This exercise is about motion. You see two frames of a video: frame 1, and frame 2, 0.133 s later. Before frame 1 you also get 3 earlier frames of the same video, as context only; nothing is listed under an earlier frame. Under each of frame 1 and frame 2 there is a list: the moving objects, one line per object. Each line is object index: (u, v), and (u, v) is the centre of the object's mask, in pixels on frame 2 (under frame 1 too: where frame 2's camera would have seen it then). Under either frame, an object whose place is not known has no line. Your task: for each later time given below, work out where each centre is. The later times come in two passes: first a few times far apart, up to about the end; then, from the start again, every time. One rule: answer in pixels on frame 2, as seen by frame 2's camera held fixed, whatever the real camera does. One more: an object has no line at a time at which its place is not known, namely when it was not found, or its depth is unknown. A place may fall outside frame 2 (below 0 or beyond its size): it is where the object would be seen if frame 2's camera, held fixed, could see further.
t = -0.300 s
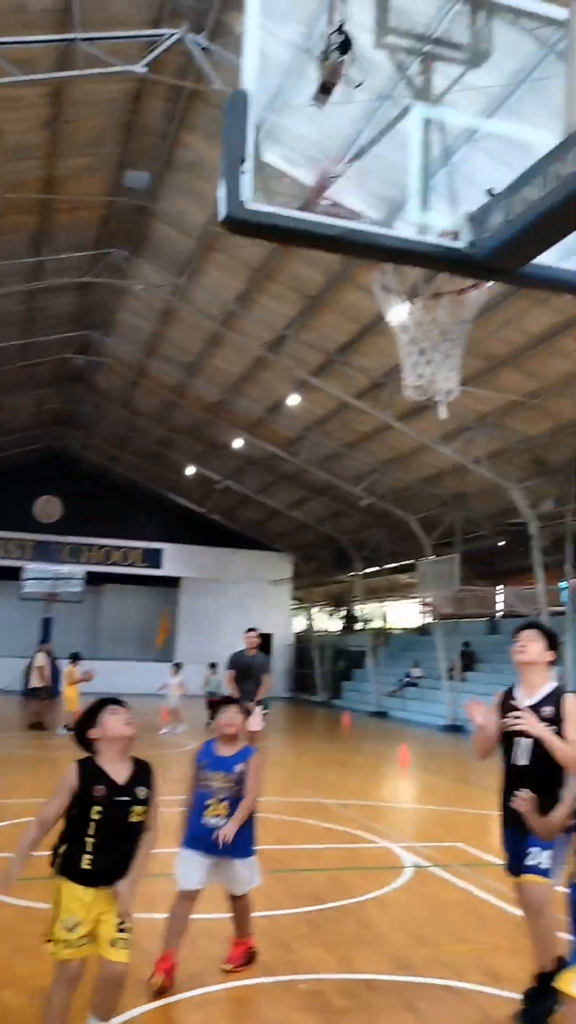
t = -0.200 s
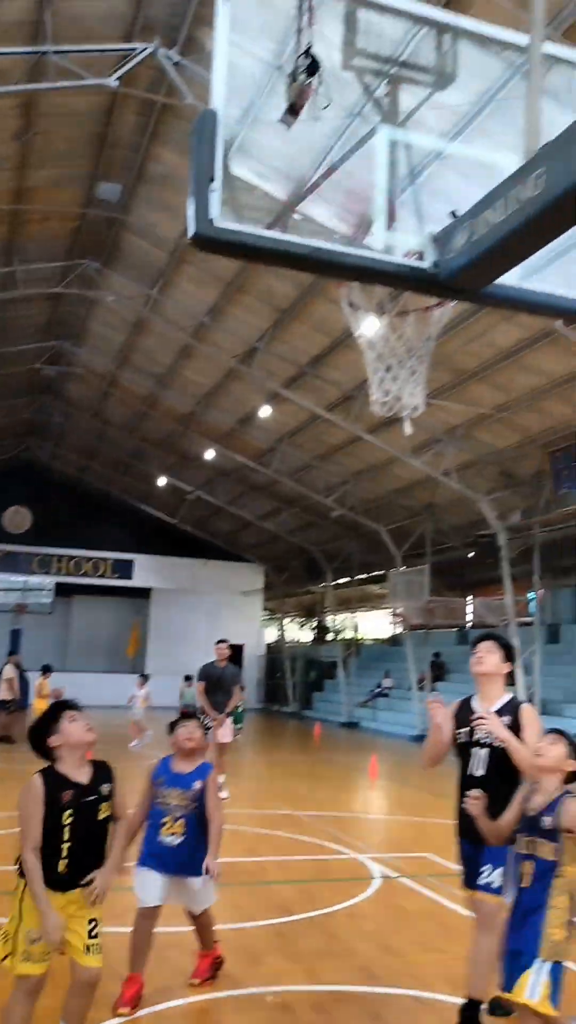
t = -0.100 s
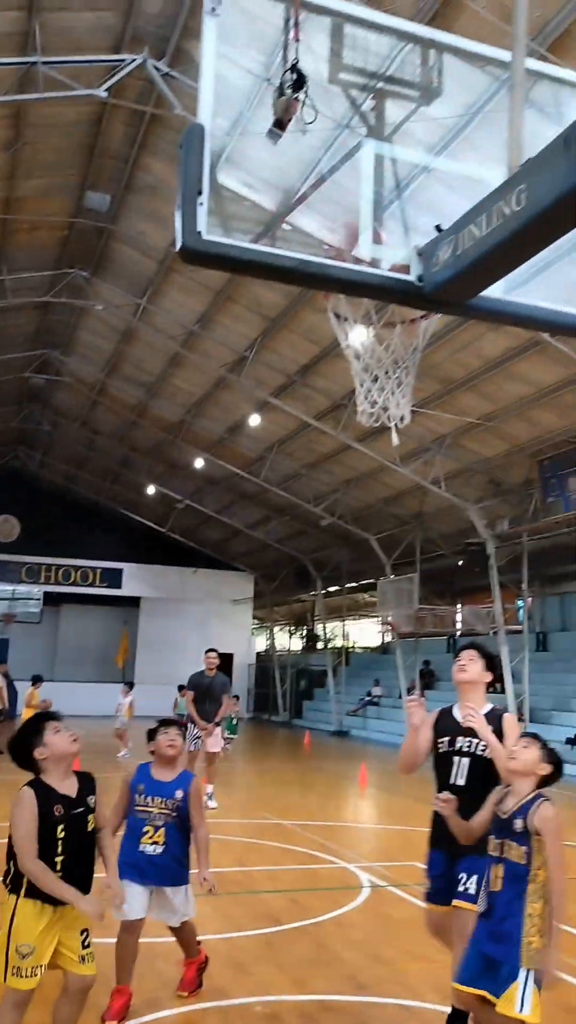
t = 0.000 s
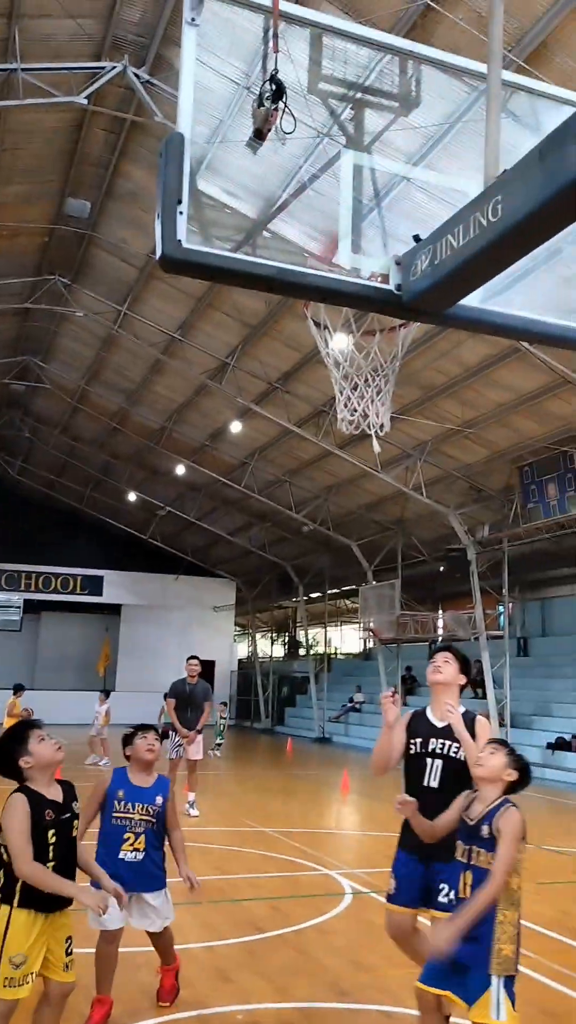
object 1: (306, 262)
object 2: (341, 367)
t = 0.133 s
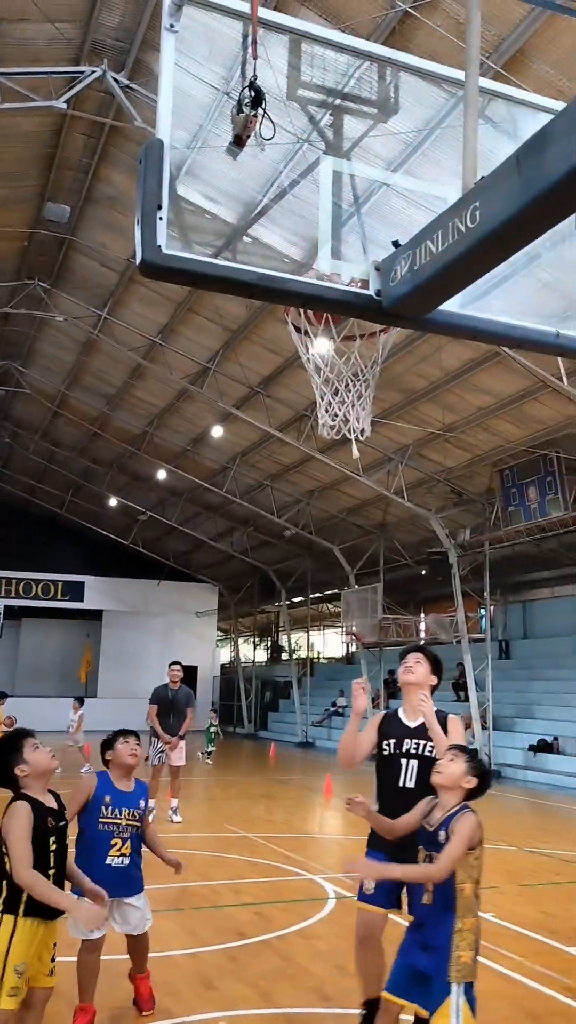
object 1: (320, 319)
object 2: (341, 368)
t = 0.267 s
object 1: (338, 323)
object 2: (340, 368)
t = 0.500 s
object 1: (363, 343)
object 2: (340, 367)
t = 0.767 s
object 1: (361, 463)
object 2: (351, 390)
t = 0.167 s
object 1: (323, 319)
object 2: (341, 368)
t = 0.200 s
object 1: (326, 318)
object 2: (341, 368)
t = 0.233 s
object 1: (327, 318)
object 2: (340, 367)
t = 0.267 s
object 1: (338, 323)
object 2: (340, 368)
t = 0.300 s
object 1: (348, 328)
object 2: (340, 368)
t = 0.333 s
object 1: (351, 328)
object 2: (340, 368)
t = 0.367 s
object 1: (353, 328)
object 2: (340, 368)
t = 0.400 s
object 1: (356, 329)
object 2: (340, 367)
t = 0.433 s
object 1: (358, 333)
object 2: (341, 367)
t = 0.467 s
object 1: (361, 336)
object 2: (341, 367)
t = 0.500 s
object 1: (363, 343)
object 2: (340, 367)
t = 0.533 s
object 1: (367, 354)
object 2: (342, 367)
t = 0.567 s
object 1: (369, 361)
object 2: (343, 365)
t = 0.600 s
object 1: (373, 378)
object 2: (345, 363)
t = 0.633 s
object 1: (372, 395)
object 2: (348, 365)
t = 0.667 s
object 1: (368, 408)
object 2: (351, 368)
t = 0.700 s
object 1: (365, 424)
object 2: (353, 373)
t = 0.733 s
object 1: (362, 441)
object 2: (352, 382)
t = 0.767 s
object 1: (361, 463)
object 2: (351, 390)
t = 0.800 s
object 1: (358, 487)
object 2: (349, 398)
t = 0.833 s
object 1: (357, 515)
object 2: (346, 407)
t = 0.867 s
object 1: (355, 545)
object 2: (341, 364)
